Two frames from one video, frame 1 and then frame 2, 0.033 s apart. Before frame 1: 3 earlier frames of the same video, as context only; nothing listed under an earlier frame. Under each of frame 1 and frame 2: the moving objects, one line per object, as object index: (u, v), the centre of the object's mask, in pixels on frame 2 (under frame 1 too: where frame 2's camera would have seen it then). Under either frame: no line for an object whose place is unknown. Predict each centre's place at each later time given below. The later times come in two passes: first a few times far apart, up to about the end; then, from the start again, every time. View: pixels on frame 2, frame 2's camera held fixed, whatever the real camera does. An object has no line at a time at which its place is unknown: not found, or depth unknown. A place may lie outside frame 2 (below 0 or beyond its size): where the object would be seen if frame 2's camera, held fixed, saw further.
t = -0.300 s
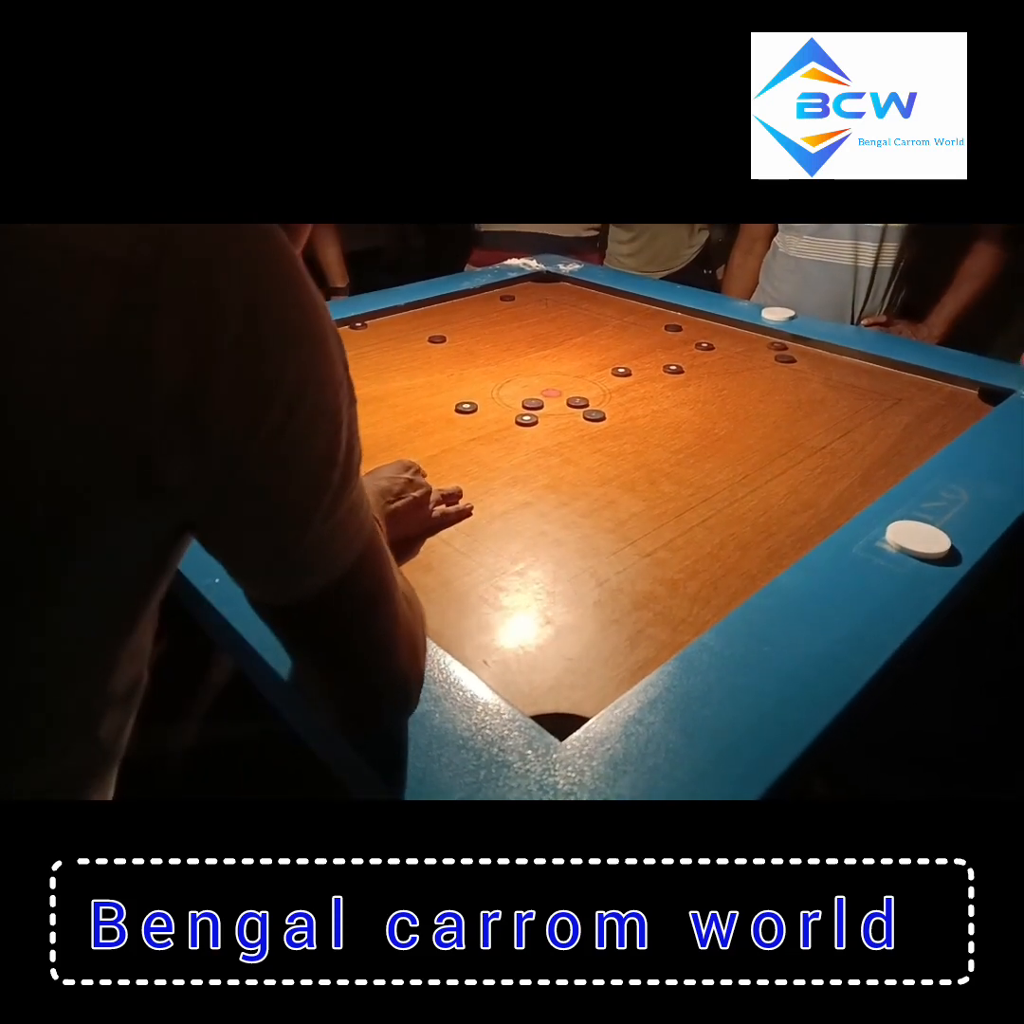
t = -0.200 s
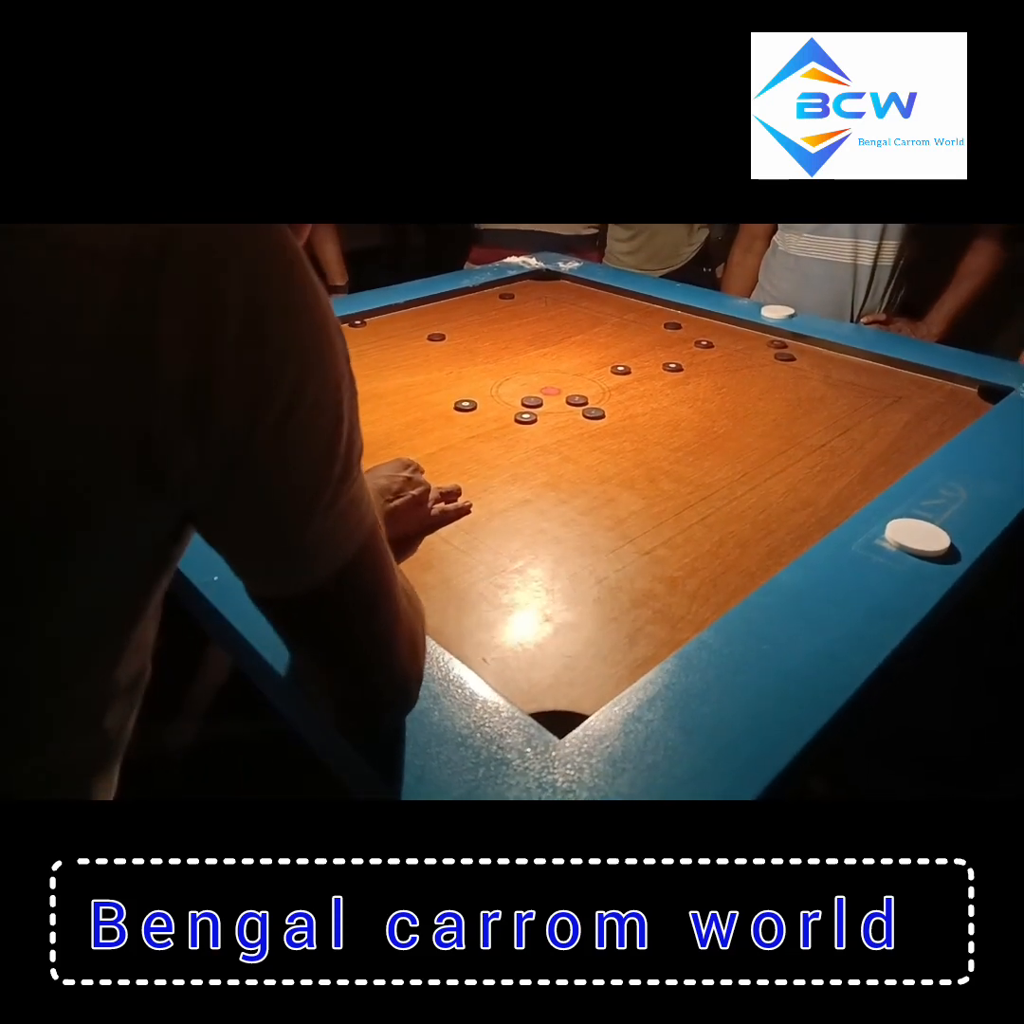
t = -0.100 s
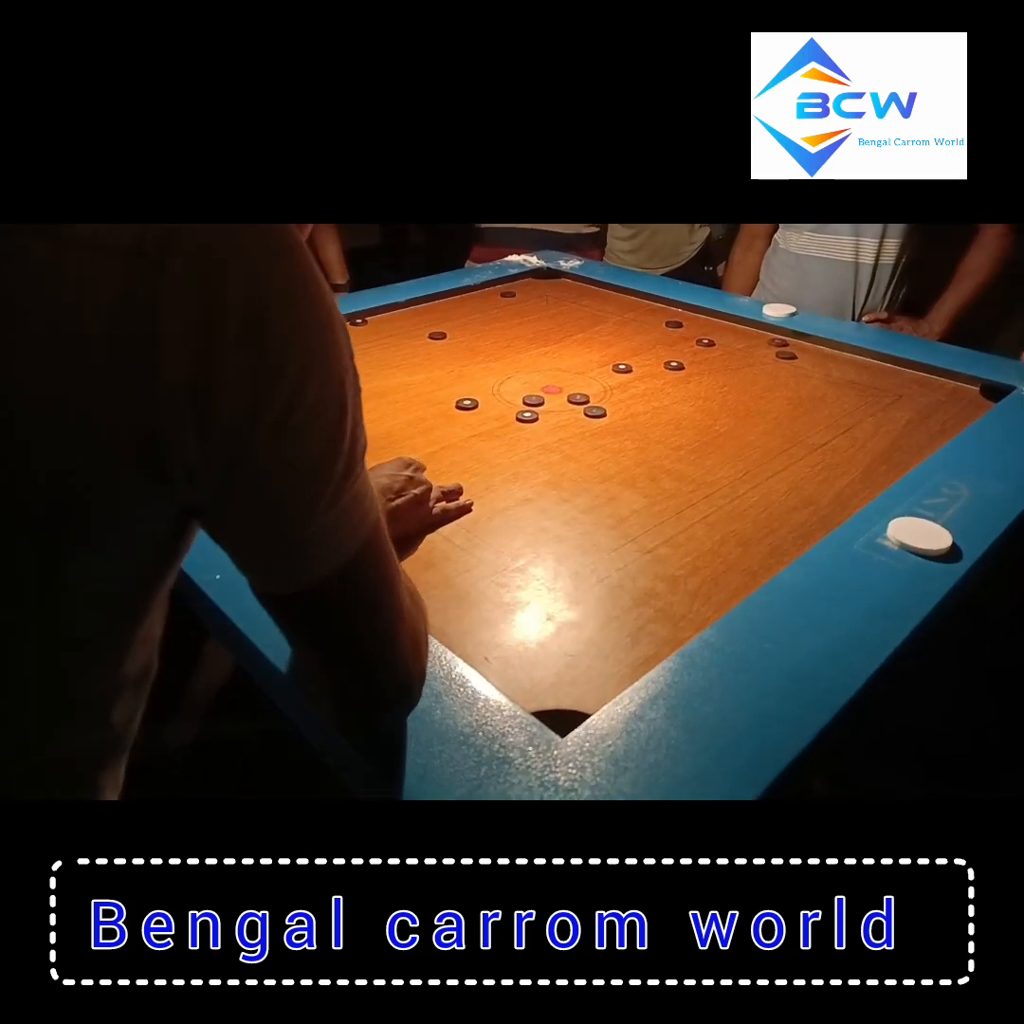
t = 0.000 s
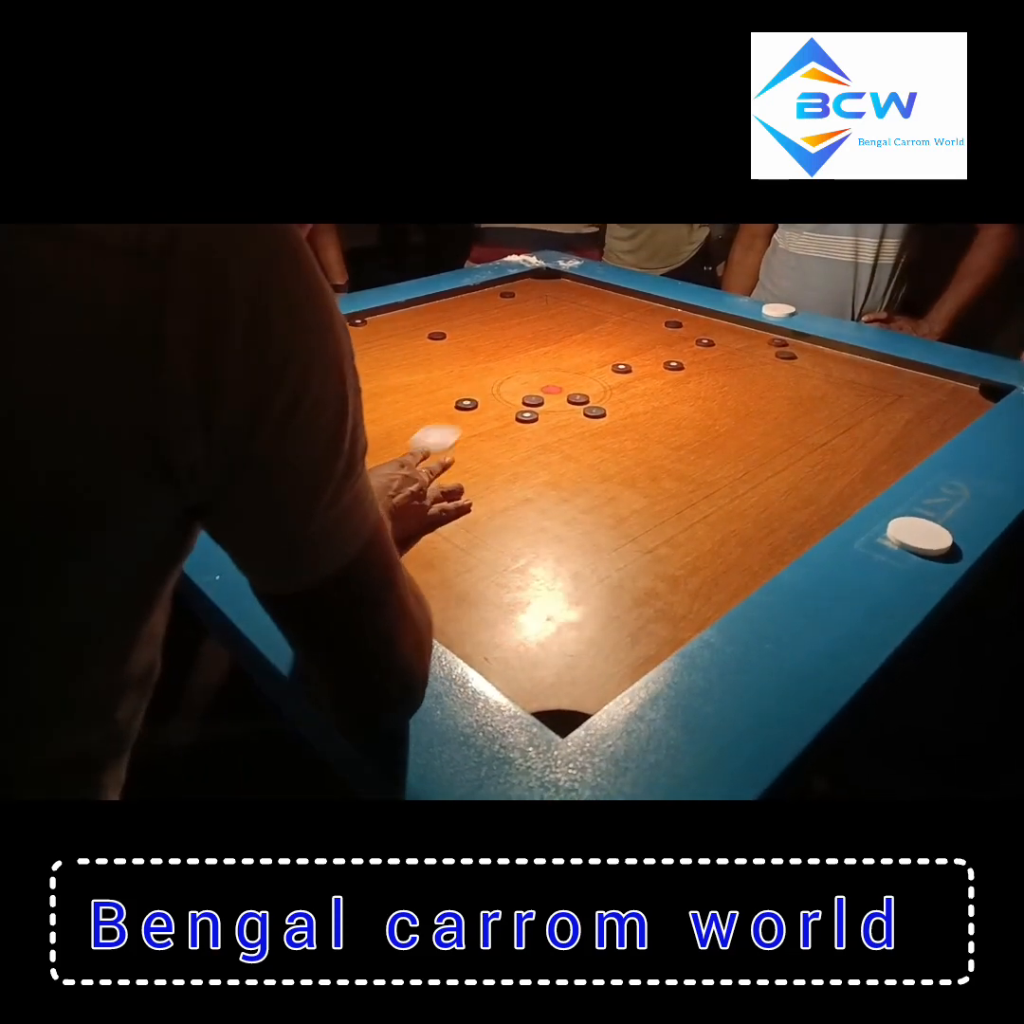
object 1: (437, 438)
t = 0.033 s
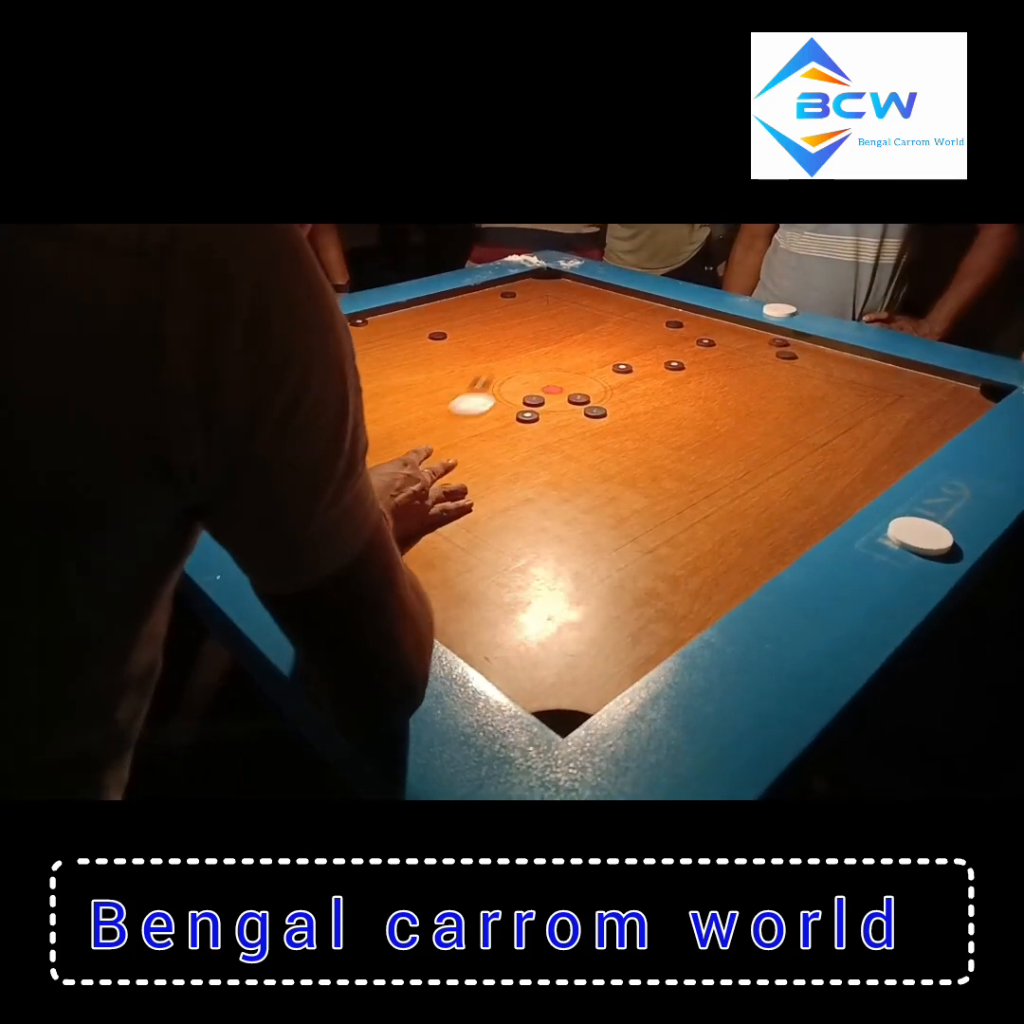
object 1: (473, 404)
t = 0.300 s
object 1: (570, 298)
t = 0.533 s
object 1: (359, 336)
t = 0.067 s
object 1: (500, 381)
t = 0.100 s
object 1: (523, 361)
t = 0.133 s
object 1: (545, 344)
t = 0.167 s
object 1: (564, 329)
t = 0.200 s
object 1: (580, 315)
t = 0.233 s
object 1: (595, 303)
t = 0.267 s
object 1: (603, 294)
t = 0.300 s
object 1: (570, 298)
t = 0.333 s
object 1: (538, 303)
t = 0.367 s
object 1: (504, 308)
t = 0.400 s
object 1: (469, 313)
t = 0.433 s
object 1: (435, 317)
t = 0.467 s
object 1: (398, 322)
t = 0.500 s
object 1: (373, 328)
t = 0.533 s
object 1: (359, 336)
